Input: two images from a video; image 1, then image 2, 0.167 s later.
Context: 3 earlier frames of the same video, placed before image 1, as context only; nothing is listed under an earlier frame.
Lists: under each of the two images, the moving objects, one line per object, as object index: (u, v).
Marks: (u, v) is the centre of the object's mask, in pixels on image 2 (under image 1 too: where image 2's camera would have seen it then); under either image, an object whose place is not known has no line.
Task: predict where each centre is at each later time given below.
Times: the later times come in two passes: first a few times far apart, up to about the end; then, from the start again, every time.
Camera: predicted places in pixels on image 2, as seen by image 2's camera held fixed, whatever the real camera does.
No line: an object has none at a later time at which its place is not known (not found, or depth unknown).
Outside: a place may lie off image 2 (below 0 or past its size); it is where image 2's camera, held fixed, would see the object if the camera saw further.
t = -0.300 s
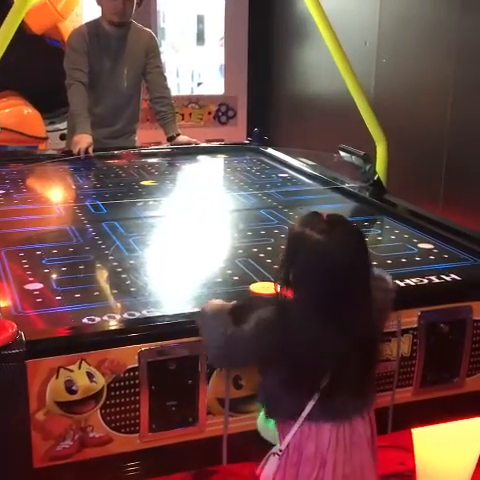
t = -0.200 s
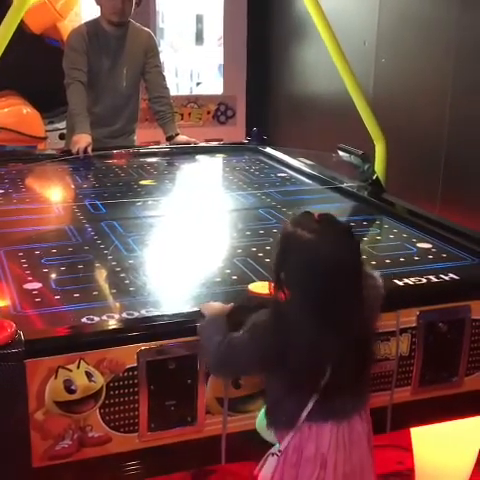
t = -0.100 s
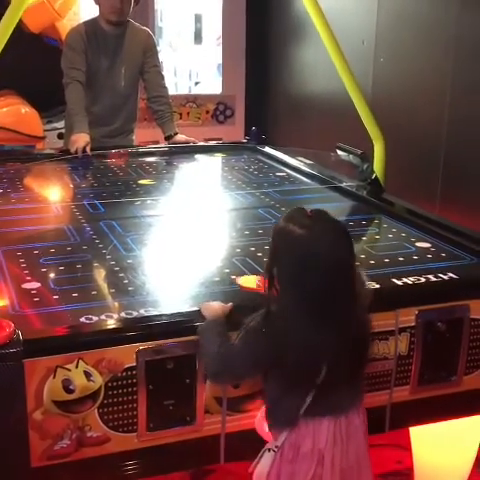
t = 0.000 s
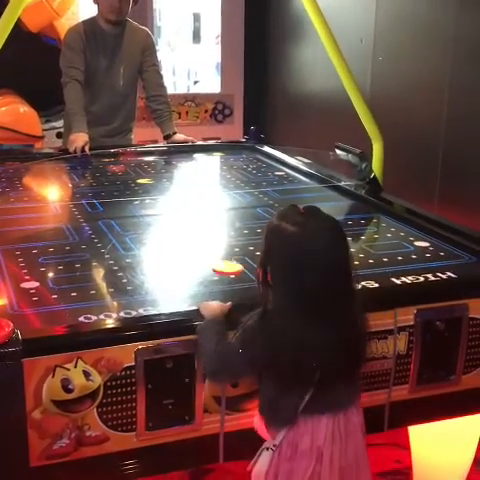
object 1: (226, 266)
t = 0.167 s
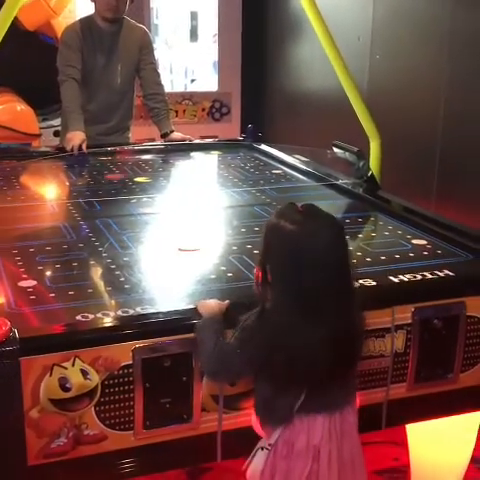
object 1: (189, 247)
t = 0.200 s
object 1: (182, 244)
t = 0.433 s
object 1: (142, 221)
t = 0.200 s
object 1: (182, 244)
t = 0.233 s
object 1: (176, 240)
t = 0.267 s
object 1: (170, 237)
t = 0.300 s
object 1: (163, 234)
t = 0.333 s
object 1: (157, 231)
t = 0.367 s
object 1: (152, 228)
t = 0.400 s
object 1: (145, 224)
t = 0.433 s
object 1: (142, 221)
